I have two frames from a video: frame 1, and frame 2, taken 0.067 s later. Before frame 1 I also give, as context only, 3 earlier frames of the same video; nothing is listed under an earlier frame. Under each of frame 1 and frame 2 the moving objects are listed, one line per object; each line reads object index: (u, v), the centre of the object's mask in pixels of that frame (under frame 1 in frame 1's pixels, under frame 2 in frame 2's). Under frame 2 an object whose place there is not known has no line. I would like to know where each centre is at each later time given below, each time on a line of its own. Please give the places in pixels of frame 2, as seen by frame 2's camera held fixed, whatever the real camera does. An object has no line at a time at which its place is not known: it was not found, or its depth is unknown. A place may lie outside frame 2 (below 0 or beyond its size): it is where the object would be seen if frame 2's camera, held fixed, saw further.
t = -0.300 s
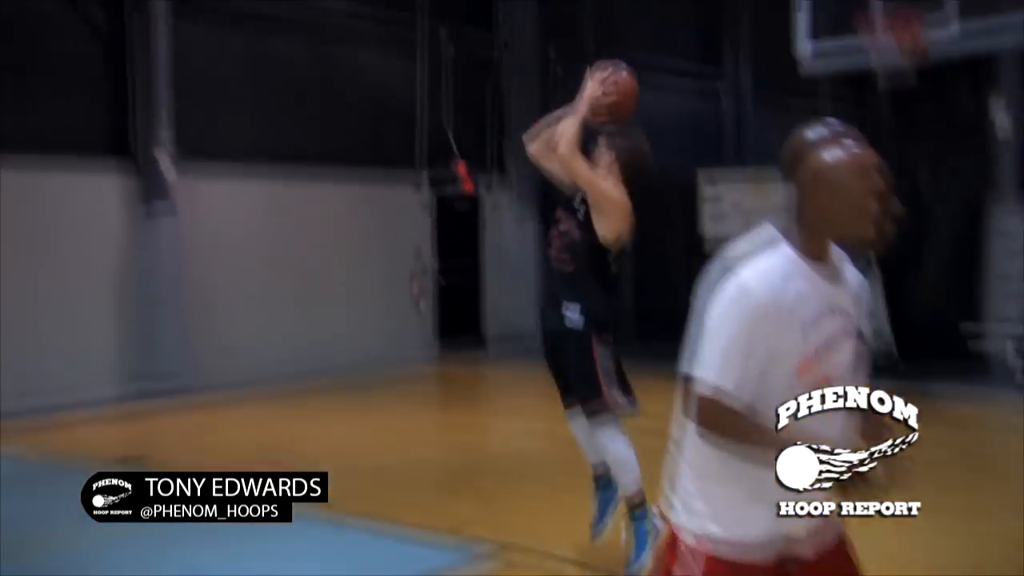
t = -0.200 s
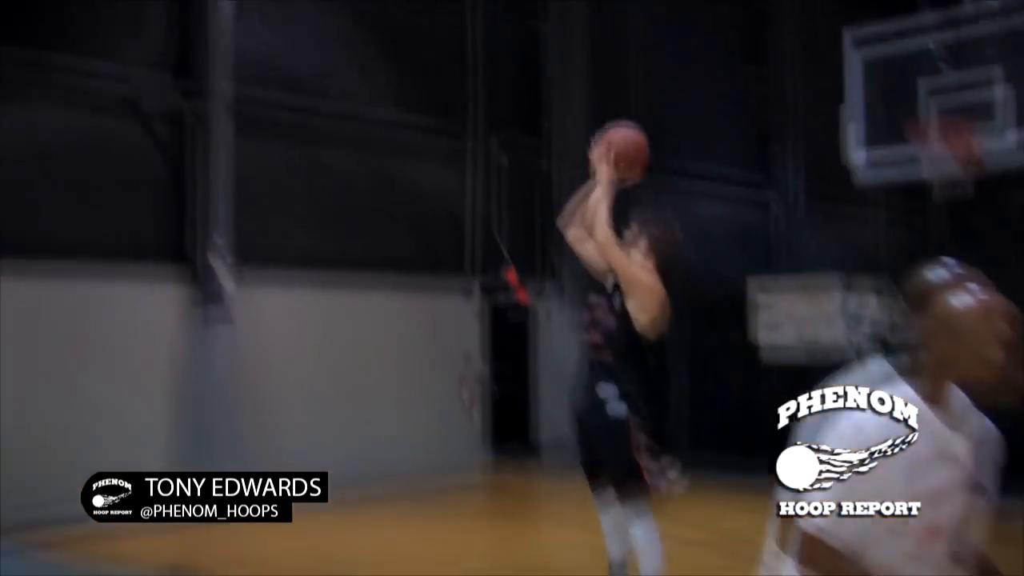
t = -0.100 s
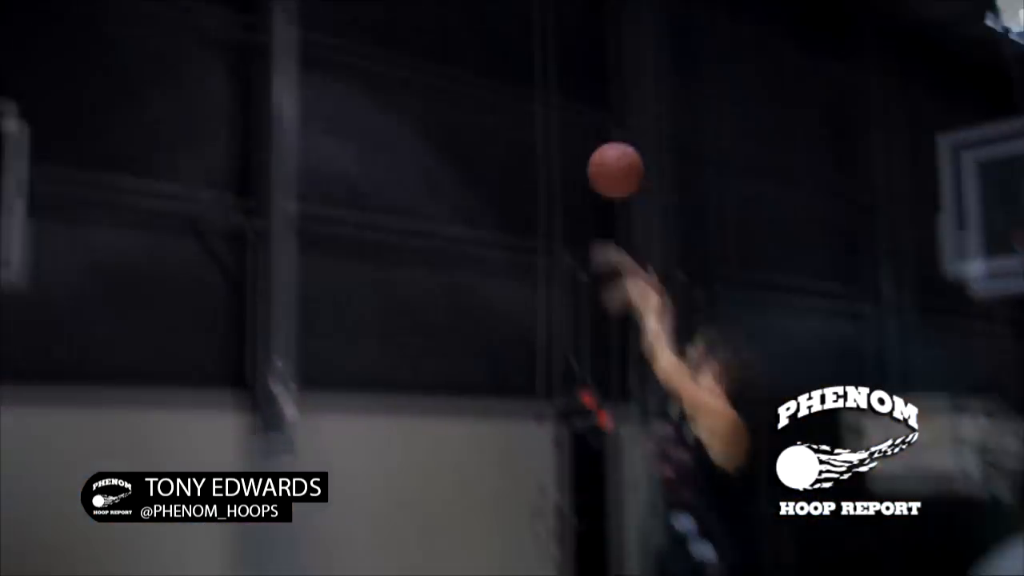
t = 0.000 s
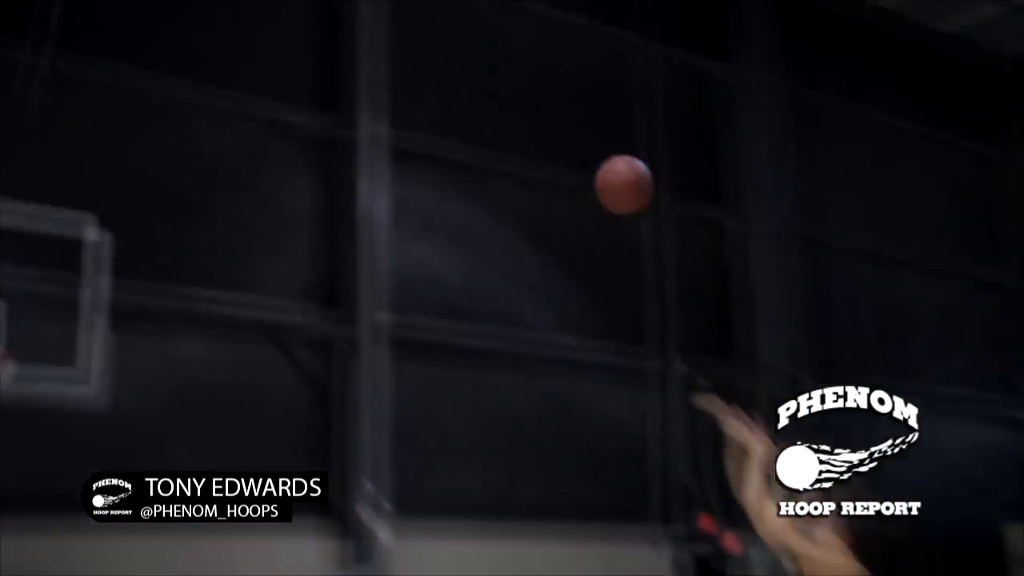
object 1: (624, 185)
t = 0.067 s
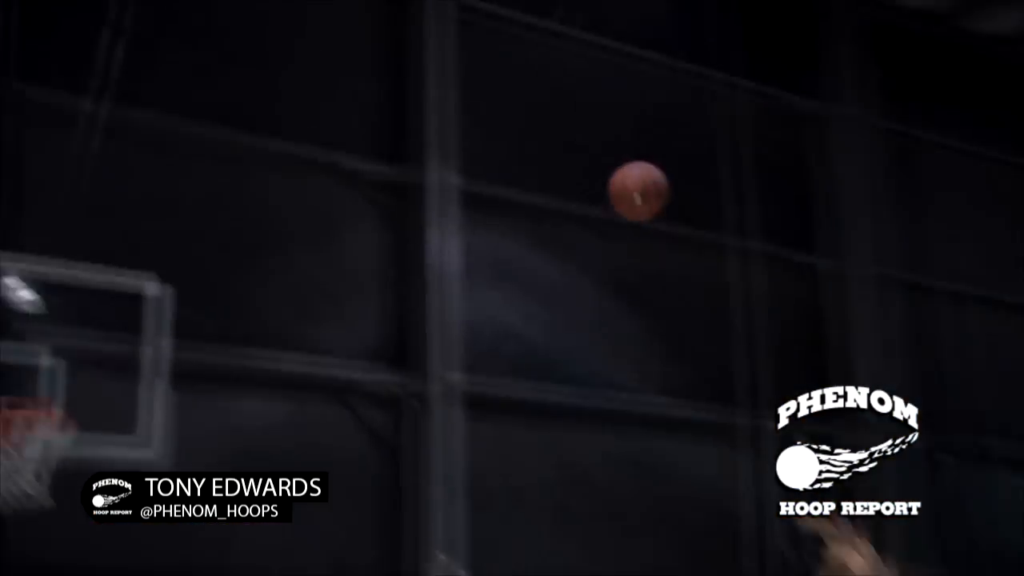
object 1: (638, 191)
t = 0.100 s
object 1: (606, 177)
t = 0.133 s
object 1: (573, 165)
